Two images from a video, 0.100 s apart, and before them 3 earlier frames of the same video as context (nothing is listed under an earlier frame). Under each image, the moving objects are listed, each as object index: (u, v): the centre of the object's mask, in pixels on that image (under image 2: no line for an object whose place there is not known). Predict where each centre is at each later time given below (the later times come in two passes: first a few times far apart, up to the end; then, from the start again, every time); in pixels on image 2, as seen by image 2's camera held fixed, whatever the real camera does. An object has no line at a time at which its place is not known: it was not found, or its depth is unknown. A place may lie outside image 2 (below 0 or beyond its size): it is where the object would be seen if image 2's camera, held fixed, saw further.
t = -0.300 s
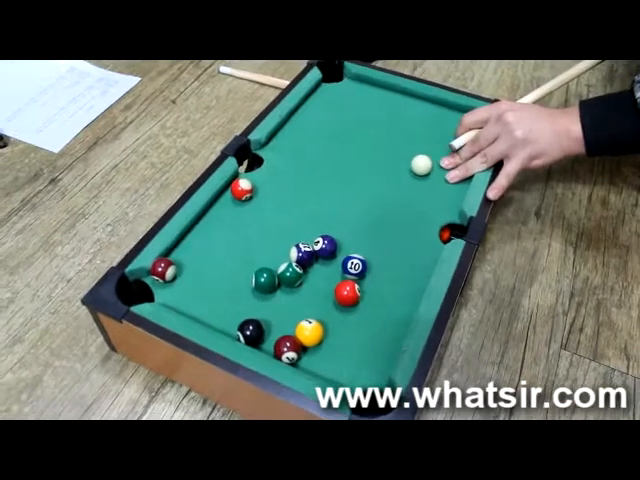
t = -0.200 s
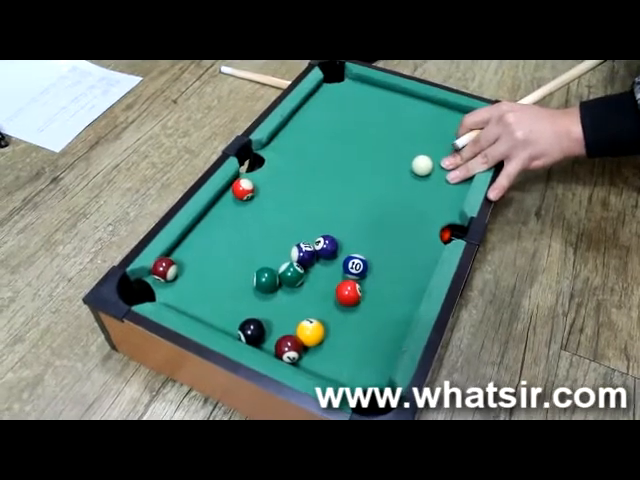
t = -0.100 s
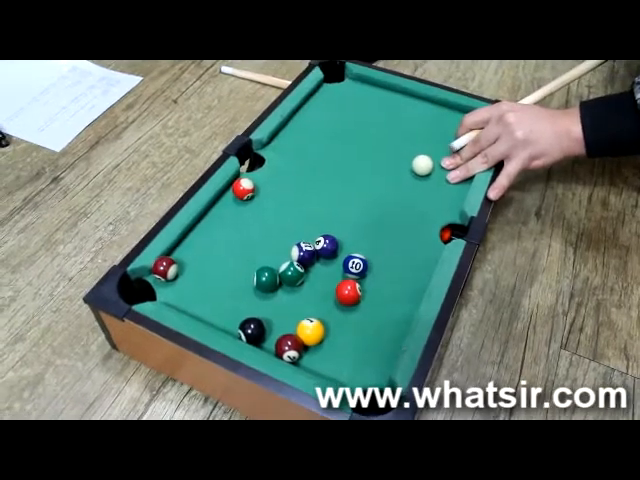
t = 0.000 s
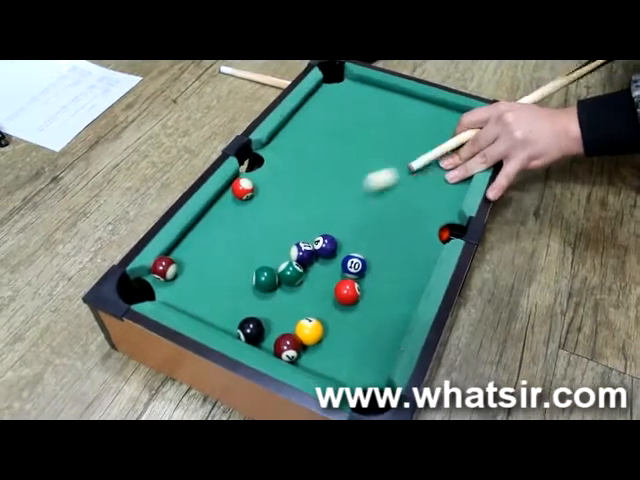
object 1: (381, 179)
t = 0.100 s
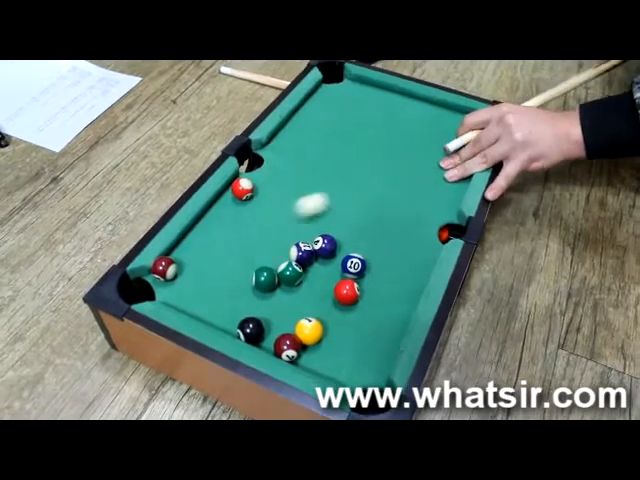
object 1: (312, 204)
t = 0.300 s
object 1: (180, 250)
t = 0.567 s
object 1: (189, 272)
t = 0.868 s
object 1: (179, 291)
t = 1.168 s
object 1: (173, 293)
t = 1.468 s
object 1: (166, 292)
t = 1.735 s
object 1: (165, 292)
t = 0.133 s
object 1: (289, 213)
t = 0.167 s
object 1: (265, 222)
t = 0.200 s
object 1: (239, 230)
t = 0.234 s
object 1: (215, 239)
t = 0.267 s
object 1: (189, 248)
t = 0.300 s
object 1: (180, 250)
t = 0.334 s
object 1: (185, 251)
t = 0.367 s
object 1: (187, 254)
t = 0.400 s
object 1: (188, 257)
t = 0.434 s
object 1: (188, 260)
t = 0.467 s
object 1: (188, 263)
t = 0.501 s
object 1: (189, 266)
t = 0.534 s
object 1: (189, 269)
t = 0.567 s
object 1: (189, 272)
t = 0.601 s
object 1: (189, 274)
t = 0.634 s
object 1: (188, 277)
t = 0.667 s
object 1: (187, 279)
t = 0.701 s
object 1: (187, 281)
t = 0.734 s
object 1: (185, 284)
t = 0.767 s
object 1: (184, 286)
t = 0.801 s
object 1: (183, 288)
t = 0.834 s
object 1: (181, 290)
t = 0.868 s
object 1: (179, 291)
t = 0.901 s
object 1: (178, 293)
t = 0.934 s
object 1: (176, 294)
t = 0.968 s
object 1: (174, 295)
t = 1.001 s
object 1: (173, 296)
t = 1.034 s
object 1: (173, 295)
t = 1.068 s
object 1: (173, 294)
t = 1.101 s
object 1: (173, 294)
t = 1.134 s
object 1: (173, 294)
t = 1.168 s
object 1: (173, 293)
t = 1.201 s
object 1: (172, 294)
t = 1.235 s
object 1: (172, 293)
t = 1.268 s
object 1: (172, 293)
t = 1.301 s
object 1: (170, 294)
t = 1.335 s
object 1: (169, 294)
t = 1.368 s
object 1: (168, 293)
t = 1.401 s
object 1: (167, 293)
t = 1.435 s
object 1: (167, 293)
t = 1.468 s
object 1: (166, 292)
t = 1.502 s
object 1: (166, 292)
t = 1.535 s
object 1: (166, 292)
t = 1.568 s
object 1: (165, 292)
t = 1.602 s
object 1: (165, 292)
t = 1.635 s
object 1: (165, 292)
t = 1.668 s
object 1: (165, 292)
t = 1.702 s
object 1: (164, 292)
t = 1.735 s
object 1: (165, 292)
